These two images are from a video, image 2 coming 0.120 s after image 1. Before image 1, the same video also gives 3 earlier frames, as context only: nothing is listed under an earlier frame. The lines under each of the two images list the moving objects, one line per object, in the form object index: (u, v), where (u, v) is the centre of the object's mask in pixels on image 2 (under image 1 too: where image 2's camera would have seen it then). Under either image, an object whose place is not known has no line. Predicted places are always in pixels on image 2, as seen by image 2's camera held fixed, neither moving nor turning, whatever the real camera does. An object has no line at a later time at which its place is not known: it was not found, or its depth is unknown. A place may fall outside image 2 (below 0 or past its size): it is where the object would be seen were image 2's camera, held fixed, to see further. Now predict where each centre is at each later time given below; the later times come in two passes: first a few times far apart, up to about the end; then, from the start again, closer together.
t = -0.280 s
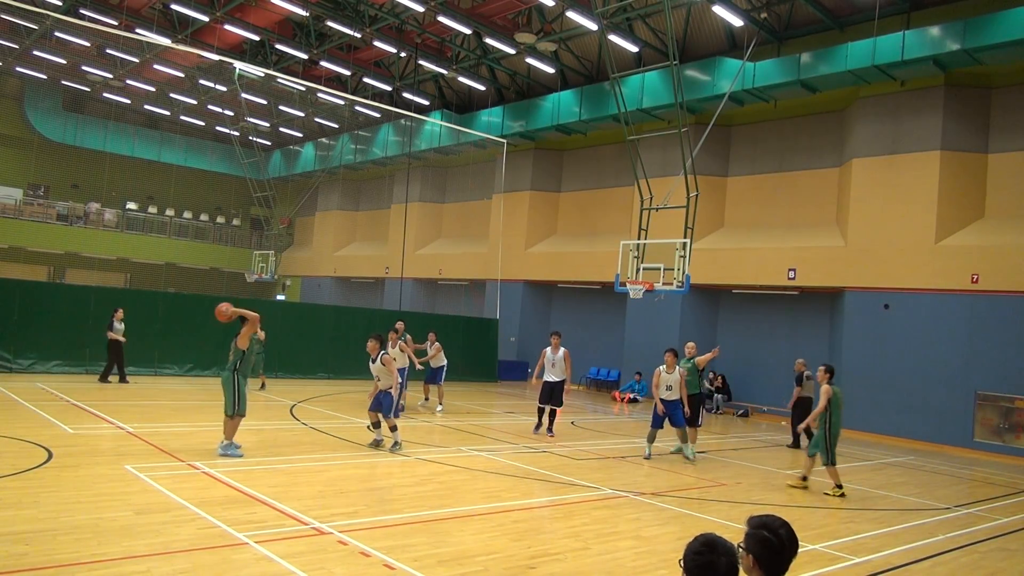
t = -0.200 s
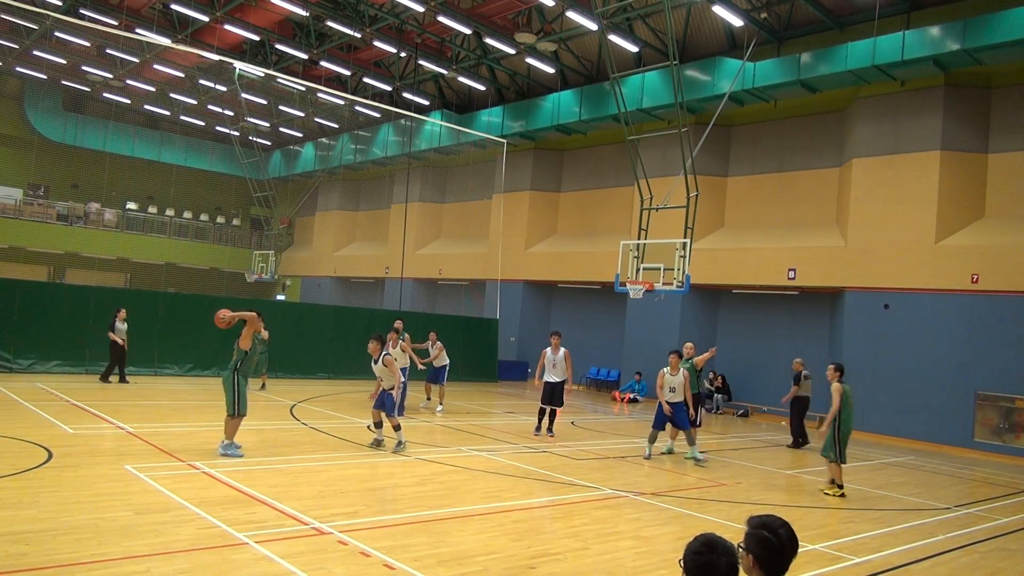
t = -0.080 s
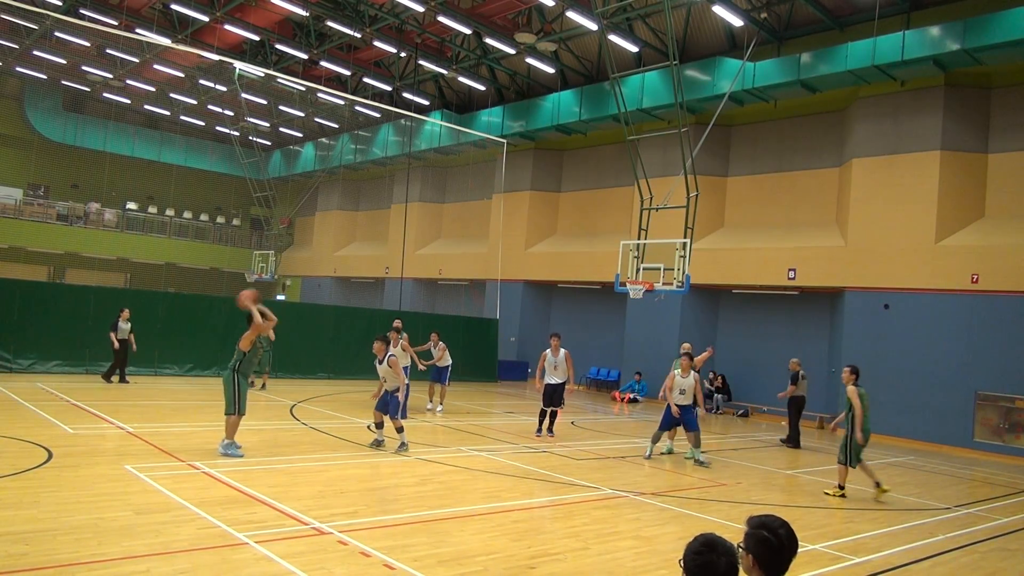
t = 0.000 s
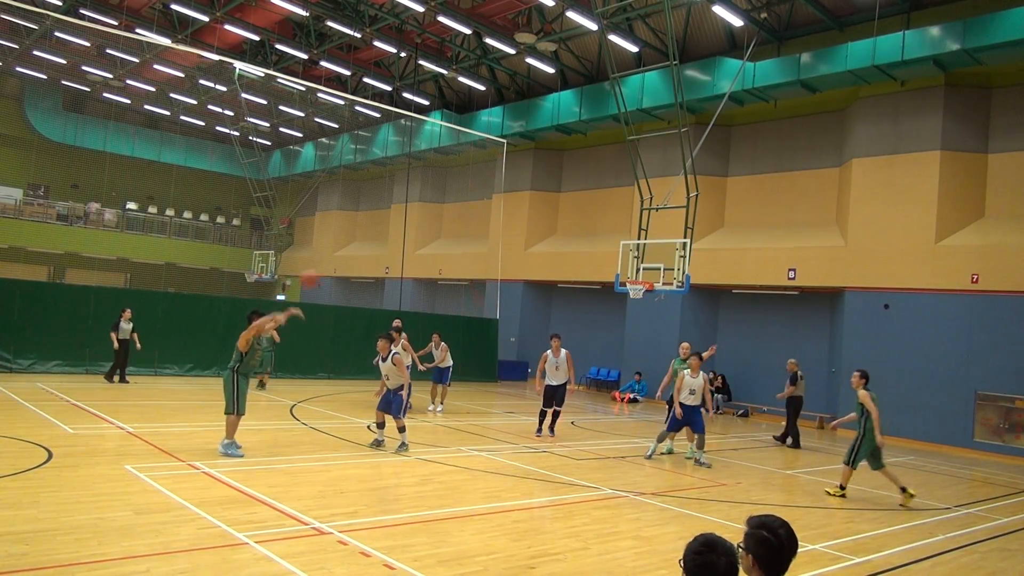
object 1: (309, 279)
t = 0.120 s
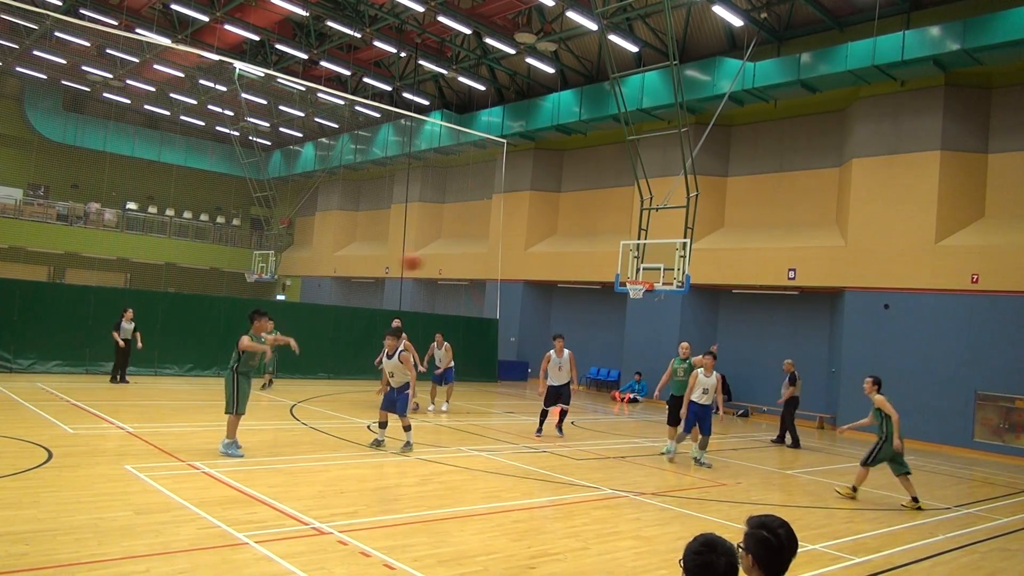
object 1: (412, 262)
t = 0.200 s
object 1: (479, 257)
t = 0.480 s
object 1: (716, 289)
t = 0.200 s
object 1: (479, 257)
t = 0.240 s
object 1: (513, 257)
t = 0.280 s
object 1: (547, 260)
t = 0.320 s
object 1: (581, 261)
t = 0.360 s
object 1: (614, 265)
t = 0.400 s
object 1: (649, 272)
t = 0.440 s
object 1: (682, 279)
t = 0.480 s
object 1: (716, 289)
